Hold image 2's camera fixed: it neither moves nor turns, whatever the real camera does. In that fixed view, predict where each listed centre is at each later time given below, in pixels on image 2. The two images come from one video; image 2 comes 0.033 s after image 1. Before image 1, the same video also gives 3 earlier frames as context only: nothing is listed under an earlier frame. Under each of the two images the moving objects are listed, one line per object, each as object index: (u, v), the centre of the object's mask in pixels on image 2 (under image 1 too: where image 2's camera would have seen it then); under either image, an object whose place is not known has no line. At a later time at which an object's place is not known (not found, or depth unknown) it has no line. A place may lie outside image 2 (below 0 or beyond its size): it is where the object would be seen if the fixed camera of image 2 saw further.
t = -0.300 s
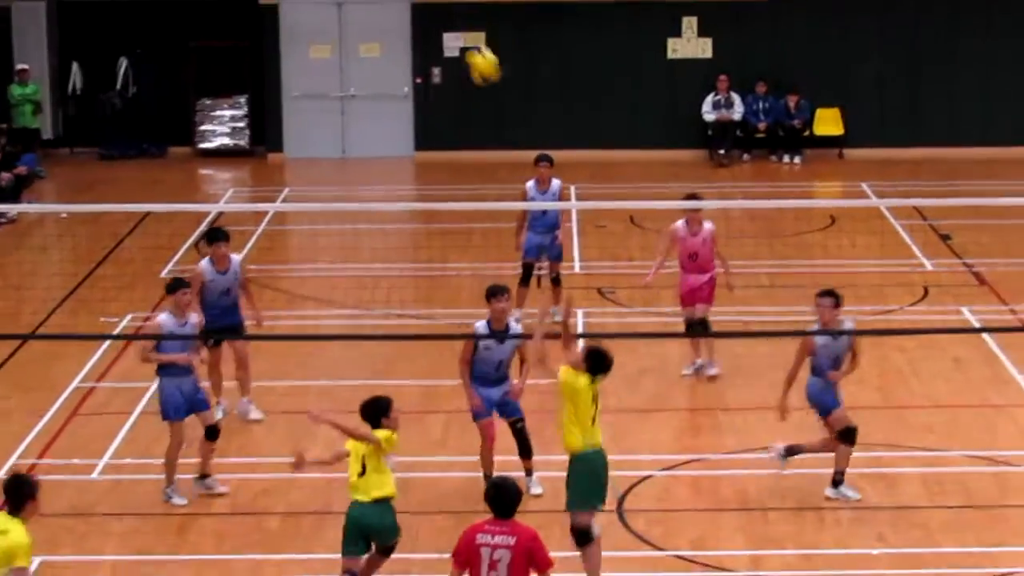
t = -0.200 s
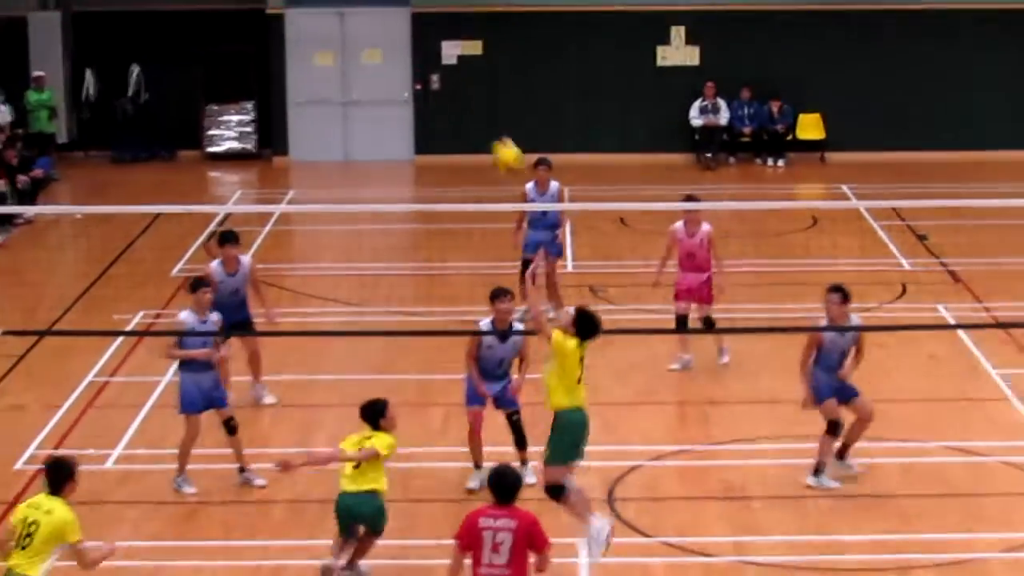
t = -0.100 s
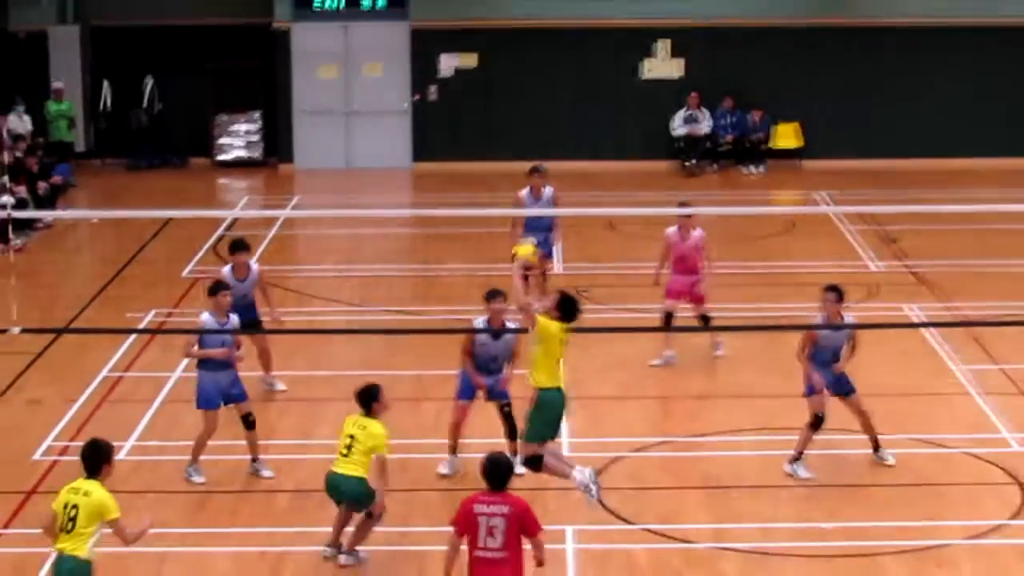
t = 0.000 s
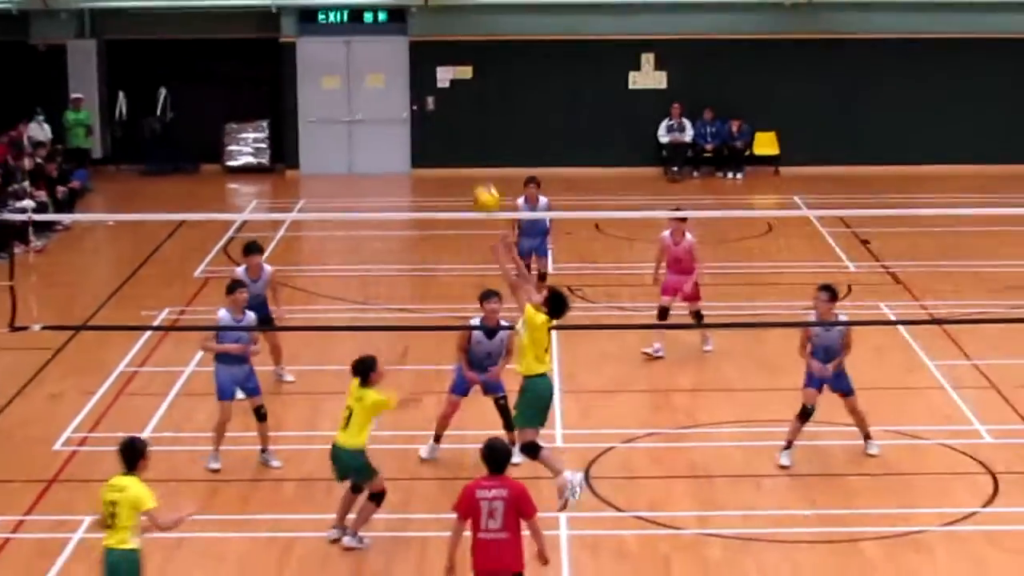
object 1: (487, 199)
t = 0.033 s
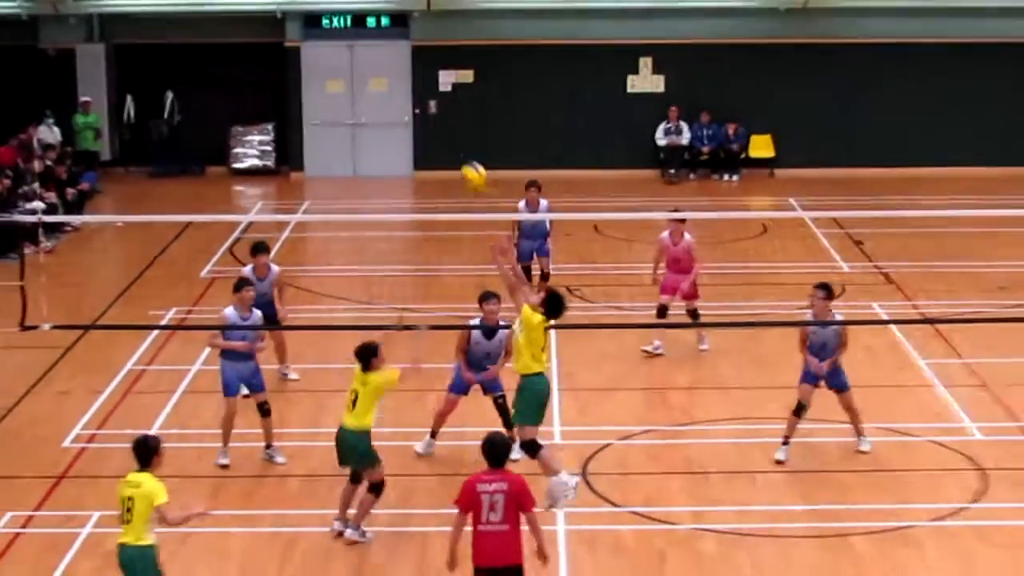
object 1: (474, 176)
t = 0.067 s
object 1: (460, 156)
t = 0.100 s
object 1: (449, 134)
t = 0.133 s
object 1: (436, 116)
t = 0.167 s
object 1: (421, 98)
